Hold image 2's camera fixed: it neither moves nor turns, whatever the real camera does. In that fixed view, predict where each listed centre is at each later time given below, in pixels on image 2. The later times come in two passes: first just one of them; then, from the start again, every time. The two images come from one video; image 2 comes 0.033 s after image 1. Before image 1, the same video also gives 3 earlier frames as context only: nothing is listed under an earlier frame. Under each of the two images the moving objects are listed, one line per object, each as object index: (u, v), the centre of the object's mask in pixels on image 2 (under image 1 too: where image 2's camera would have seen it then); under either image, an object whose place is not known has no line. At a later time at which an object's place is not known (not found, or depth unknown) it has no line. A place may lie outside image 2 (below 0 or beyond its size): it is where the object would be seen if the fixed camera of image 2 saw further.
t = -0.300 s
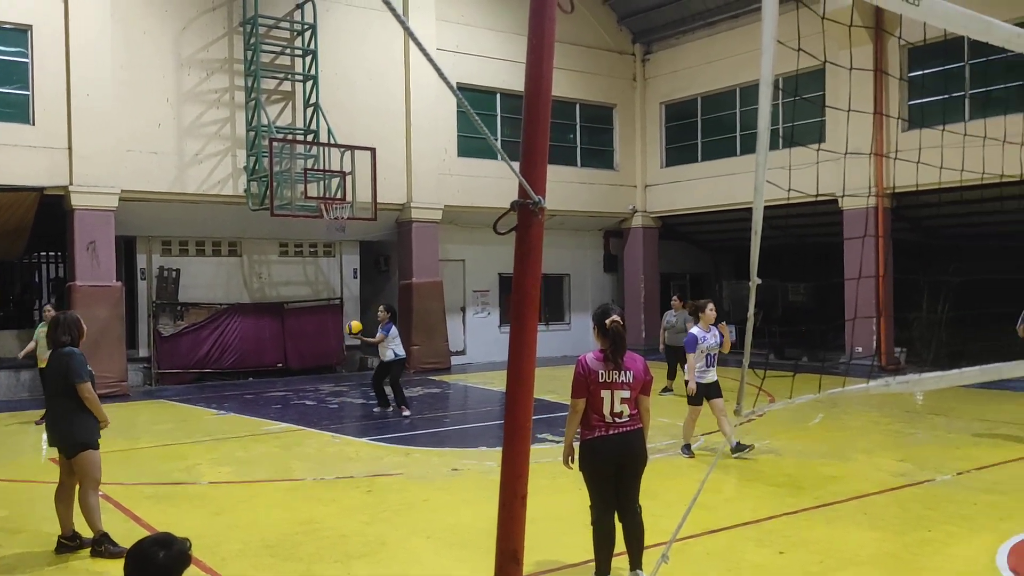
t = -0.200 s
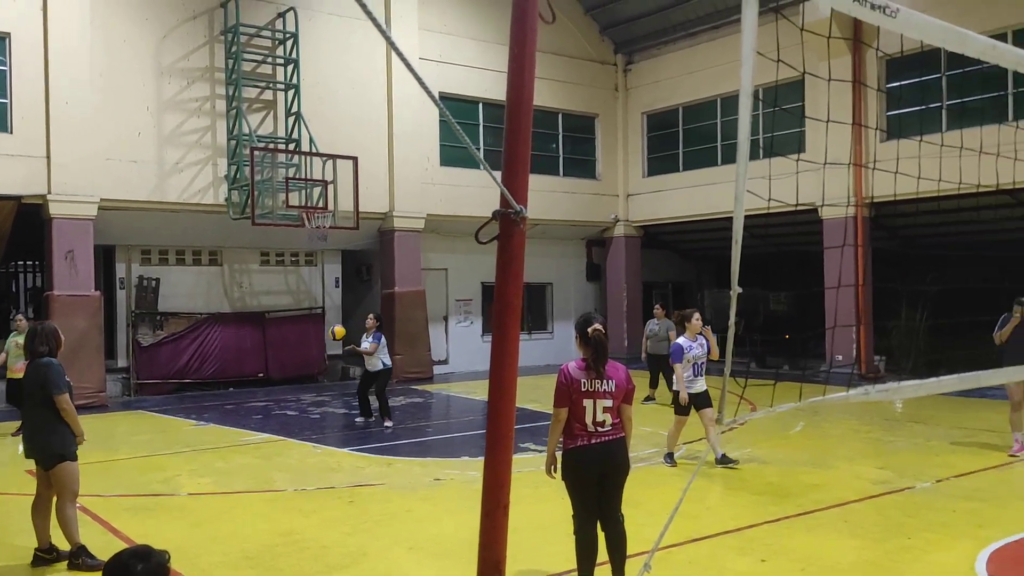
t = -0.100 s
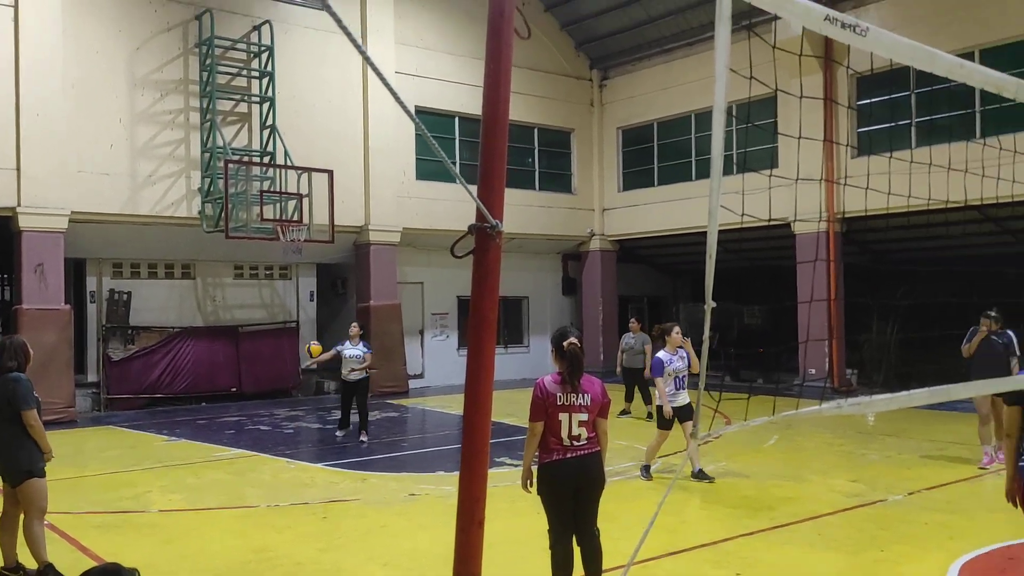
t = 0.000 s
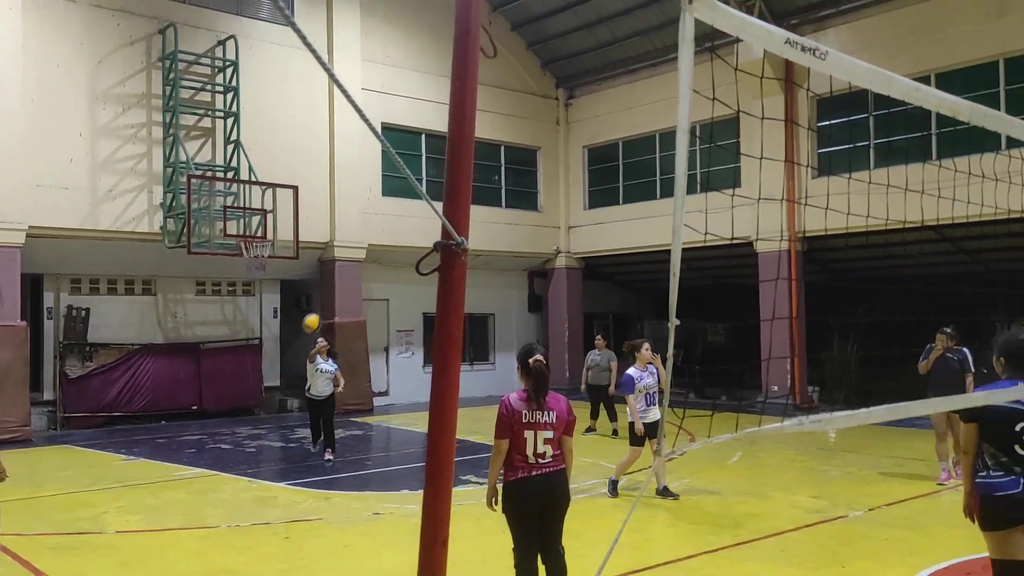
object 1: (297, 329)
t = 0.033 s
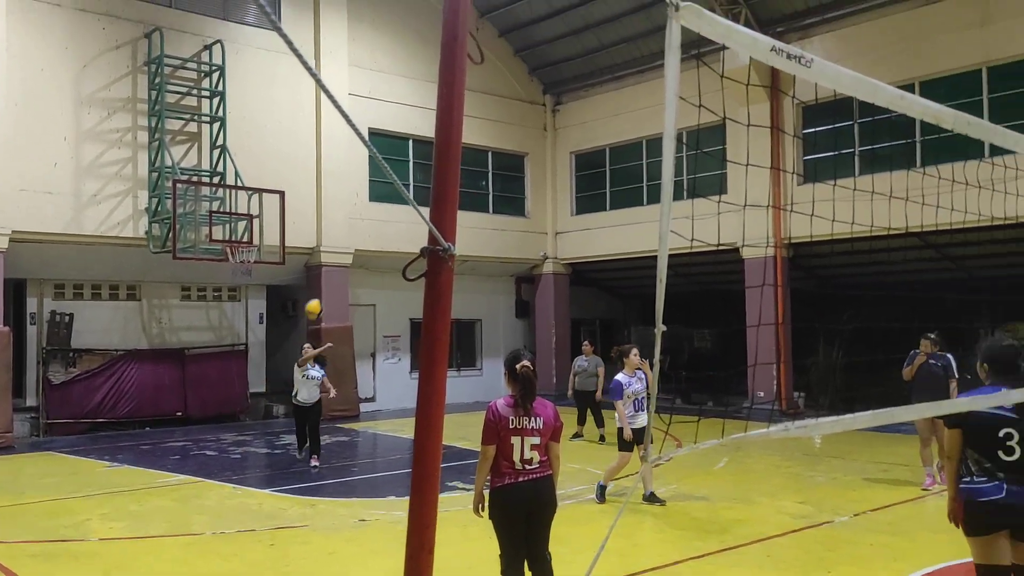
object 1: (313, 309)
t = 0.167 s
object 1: (386, 230)
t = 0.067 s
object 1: (331, 289)
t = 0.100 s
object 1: (349, 269)
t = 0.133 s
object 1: (366, 250)
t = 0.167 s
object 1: (386, 230)
